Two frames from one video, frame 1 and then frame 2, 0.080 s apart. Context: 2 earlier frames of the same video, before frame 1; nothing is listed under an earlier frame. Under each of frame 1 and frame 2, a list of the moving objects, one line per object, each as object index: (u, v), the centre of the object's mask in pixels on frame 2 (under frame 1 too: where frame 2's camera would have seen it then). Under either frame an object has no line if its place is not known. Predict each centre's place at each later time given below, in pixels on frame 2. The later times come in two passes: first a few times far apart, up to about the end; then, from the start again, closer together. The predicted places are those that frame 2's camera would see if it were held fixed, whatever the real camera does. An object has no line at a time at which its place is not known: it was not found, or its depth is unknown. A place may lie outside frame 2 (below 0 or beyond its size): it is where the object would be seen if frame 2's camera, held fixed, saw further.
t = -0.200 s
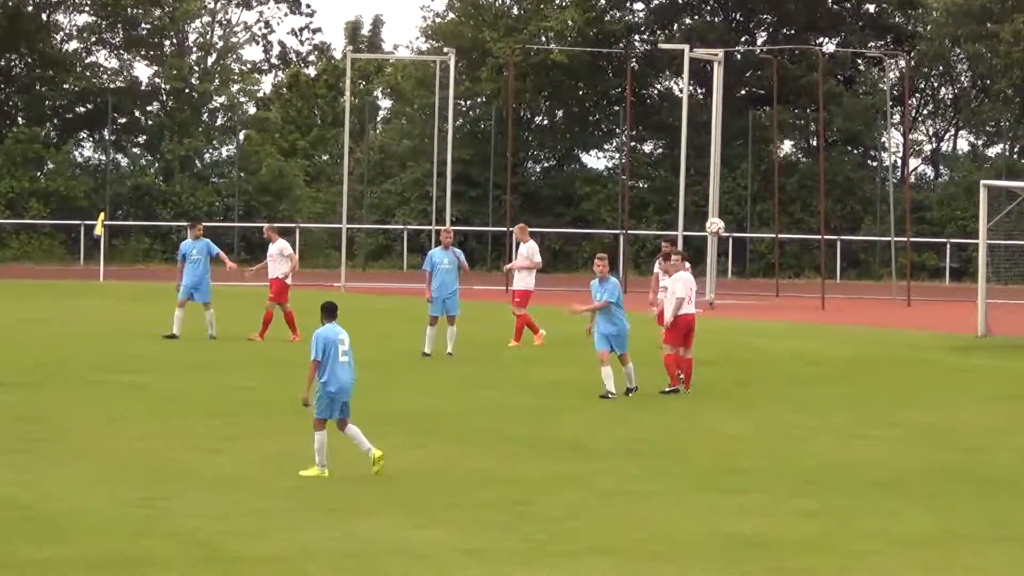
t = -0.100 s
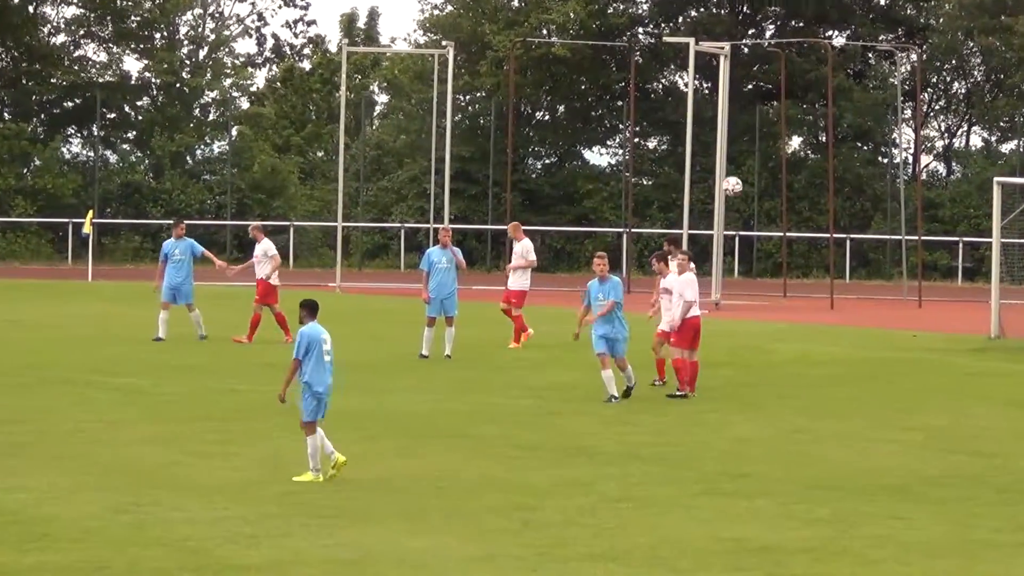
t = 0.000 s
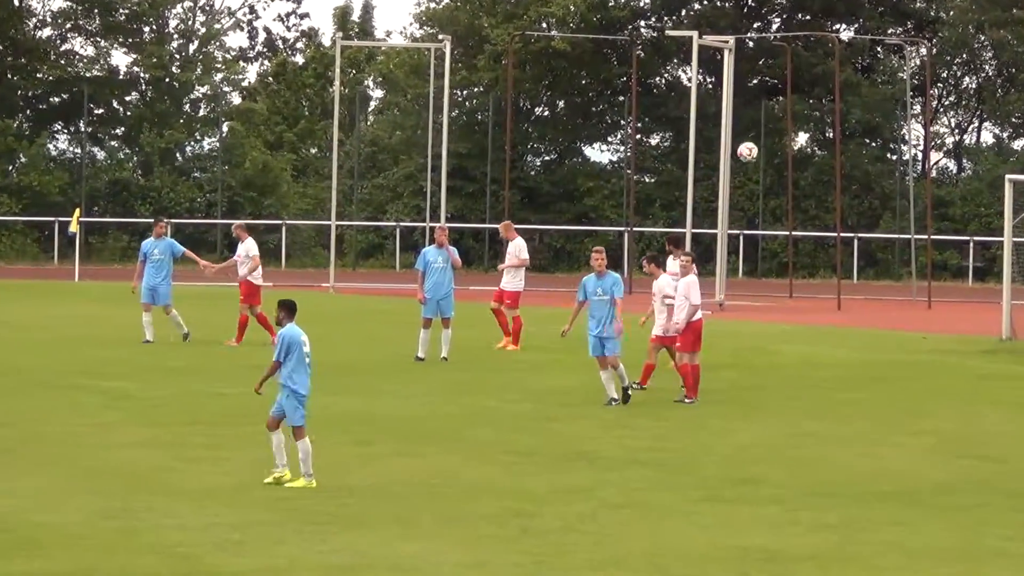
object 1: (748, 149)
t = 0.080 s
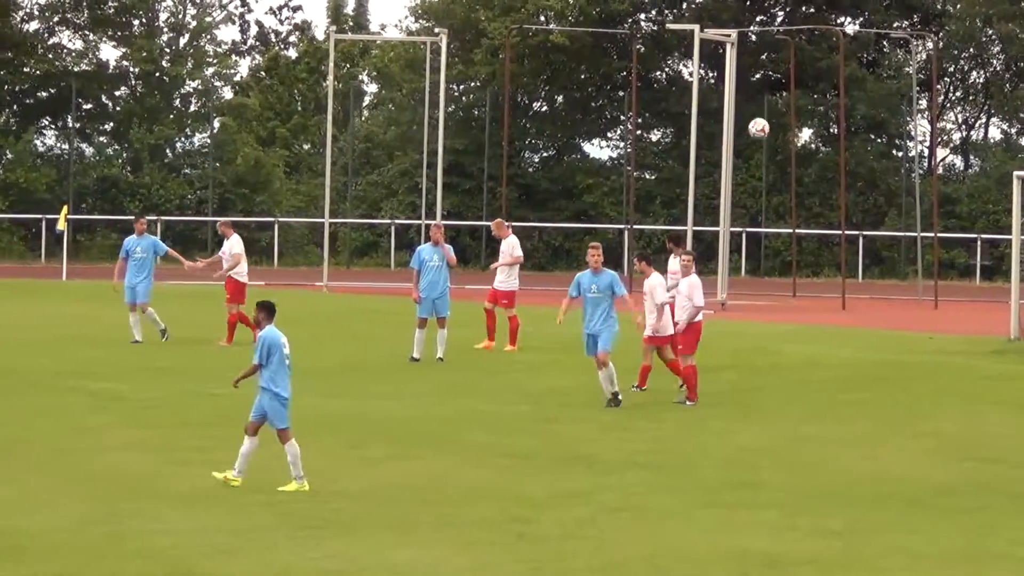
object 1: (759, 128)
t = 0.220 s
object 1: (776, 105)
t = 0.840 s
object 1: (828, 229)
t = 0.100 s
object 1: (761, 124)
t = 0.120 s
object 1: (764, 120)
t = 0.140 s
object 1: (766, 116)
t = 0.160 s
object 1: (769, 113)
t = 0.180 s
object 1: (771, 110)
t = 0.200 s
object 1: (774, 107)
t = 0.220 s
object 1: (776, 105)
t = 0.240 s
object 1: (777, 103)
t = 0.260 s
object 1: (780, 102)
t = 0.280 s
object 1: (782, 101)
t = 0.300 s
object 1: (784, 99)
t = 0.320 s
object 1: (785, 99)
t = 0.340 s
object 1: (788, 100)
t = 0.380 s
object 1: (791, 100)
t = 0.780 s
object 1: (822, 199)
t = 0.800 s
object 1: (824, 209)
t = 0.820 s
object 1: (826, 219)
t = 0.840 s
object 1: (828, 229)
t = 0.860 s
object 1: (829, 241)
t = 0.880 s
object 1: (831, 252)
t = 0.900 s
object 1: (833, 264)
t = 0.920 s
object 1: (834, 276)
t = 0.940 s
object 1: (836, 289)
